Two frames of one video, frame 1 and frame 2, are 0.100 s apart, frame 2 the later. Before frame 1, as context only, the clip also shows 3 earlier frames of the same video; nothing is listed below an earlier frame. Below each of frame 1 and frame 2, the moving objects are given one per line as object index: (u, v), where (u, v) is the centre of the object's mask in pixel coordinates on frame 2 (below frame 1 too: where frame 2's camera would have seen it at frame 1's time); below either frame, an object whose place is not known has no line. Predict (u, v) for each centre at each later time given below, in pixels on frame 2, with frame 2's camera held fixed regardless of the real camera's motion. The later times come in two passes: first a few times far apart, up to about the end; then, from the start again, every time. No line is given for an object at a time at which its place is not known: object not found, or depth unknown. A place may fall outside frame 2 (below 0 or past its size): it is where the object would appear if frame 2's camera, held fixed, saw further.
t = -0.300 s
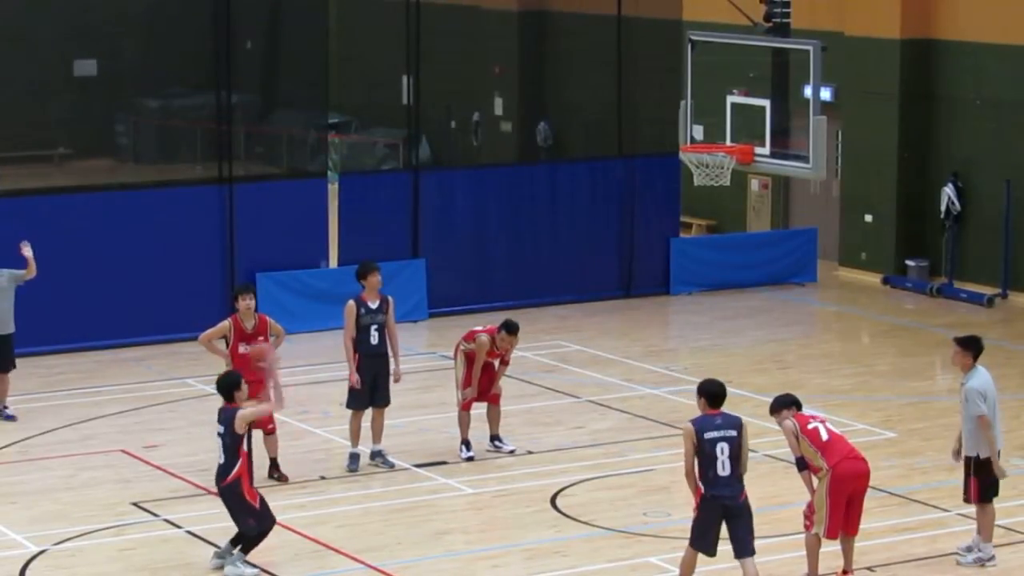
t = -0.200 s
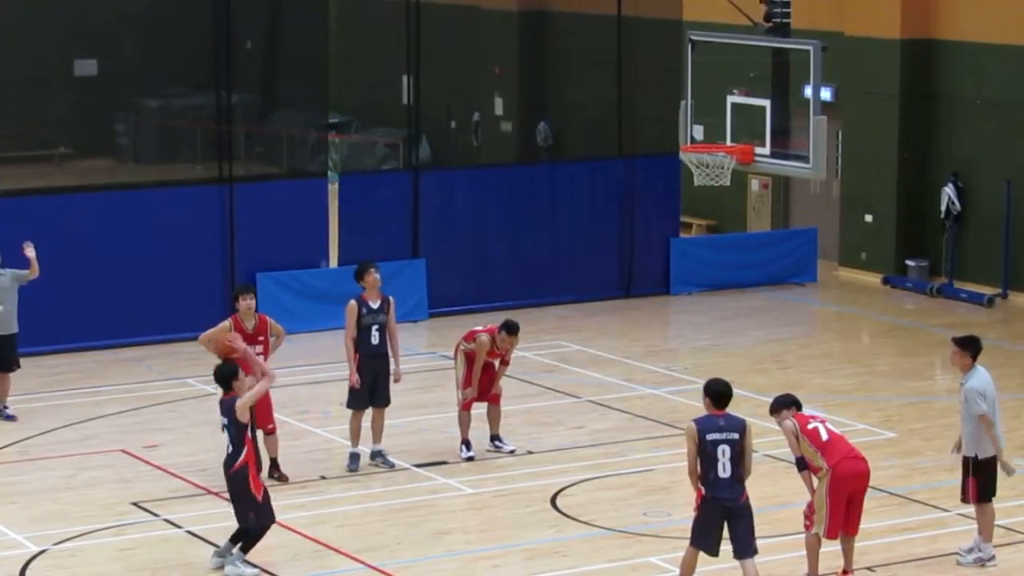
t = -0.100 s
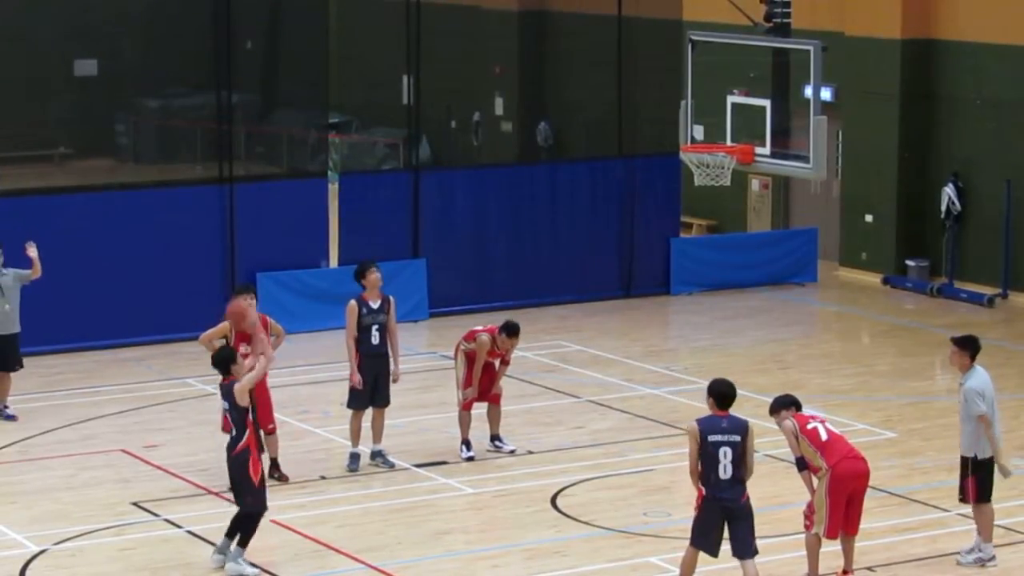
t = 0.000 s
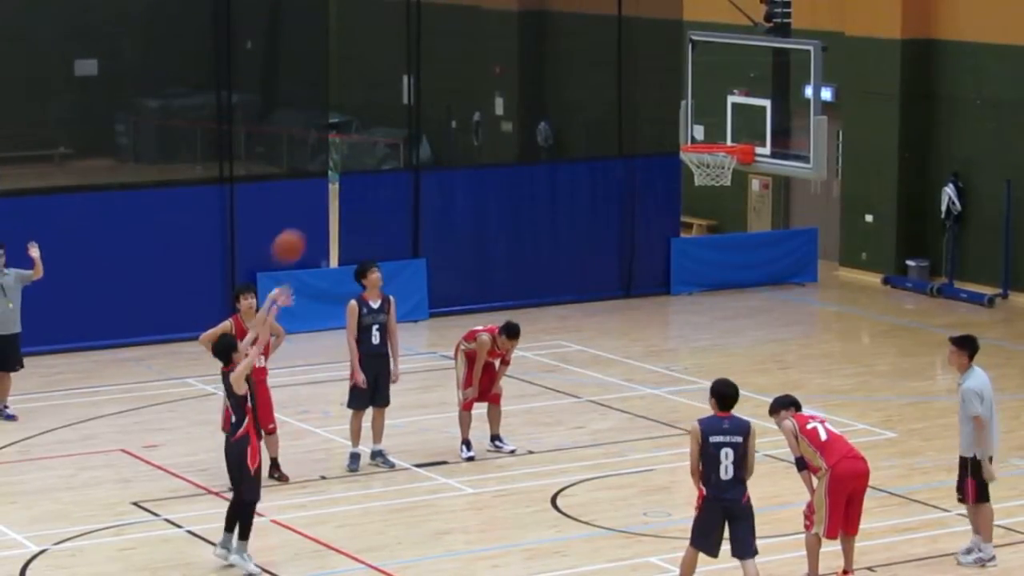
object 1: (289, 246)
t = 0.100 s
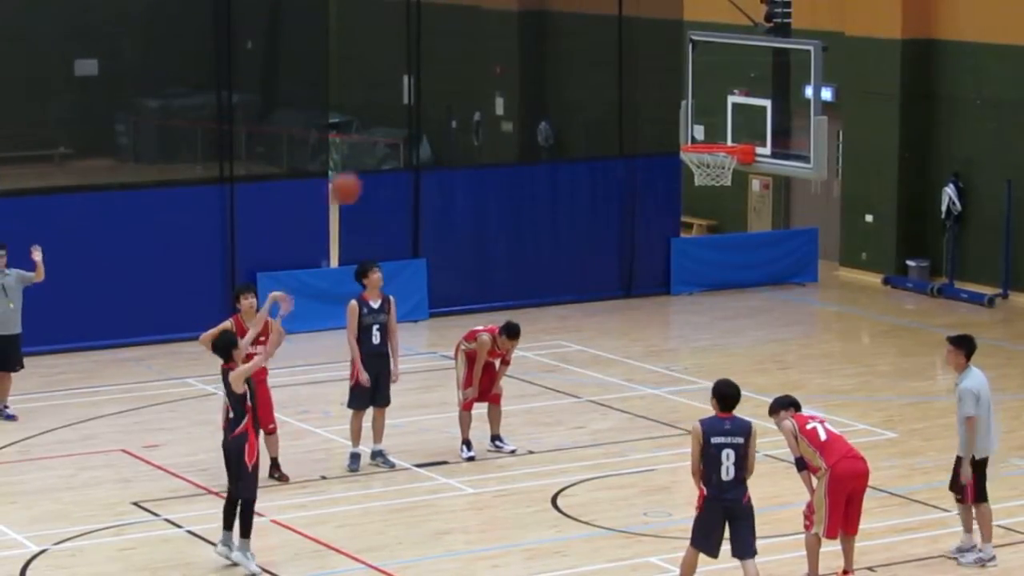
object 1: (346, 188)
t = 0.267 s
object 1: (436, 123)
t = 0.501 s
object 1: (555, 91)
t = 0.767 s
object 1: (681, 133)
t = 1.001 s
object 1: (716, 95)
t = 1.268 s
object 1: (727, 102)
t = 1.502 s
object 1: (696, 157)
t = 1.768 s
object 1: (695, 211)
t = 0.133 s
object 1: (363, 173)
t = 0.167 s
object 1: (381, 158)
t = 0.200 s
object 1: (399, 146)
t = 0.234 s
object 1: (418, 133)
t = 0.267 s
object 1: (436, 123)
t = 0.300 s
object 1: (453, 114)
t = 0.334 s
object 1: (470, 107)
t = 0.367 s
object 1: (488, 100)
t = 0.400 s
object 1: (505, 96)
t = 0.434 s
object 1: (522, 93)
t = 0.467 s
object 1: (539, 92)
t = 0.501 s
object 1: (555, 91)
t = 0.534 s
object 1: (572, 92)
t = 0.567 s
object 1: (589, 94)
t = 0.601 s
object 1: (604, 98)
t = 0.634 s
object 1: (621, 102)
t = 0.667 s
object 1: (637, 109)
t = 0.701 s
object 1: (653, 116)
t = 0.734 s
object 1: (667, 124)
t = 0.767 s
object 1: (681, 133)
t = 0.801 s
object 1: (691, 131)
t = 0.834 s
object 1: (696, 122)
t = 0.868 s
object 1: (700, 113)
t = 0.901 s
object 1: (704, 108)
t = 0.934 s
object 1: (707, 102)
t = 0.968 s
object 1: (711, 98)
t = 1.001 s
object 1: (716, 95)
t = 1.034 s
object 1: (721, 93)
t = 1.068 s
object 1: (725, 93)
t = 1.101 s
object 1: (729, 94)
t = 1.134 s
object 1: (732, 96)
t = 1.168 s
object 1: (736, 99)
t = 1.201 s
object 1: (734, 99)
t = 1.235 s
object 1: (730, 100)
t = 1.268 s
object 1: (727, 102)
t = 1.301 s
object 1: (724, 106)
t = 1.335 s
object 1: (719, 110)
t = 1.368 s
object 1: (715, 116)
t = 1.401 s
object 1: (711, 125)
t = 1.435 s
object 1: (708, 133)
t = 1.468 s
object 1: (703, 140)
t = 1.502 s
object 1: (696, 157)
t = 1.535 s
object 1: (695, 166)
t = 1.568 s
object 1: (693, 169)
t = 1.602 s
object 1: (695, 182)
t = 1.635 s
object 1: (695, 184)
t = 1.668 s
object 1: (695, 188)
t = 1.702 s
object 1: (695, 193)
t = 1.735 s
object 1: (695, 202)
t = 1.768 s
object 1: (695, 211)
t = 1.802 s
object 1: (694, 222)
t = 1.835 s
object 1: (694, 235)
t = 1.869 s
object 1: (694, 249)
